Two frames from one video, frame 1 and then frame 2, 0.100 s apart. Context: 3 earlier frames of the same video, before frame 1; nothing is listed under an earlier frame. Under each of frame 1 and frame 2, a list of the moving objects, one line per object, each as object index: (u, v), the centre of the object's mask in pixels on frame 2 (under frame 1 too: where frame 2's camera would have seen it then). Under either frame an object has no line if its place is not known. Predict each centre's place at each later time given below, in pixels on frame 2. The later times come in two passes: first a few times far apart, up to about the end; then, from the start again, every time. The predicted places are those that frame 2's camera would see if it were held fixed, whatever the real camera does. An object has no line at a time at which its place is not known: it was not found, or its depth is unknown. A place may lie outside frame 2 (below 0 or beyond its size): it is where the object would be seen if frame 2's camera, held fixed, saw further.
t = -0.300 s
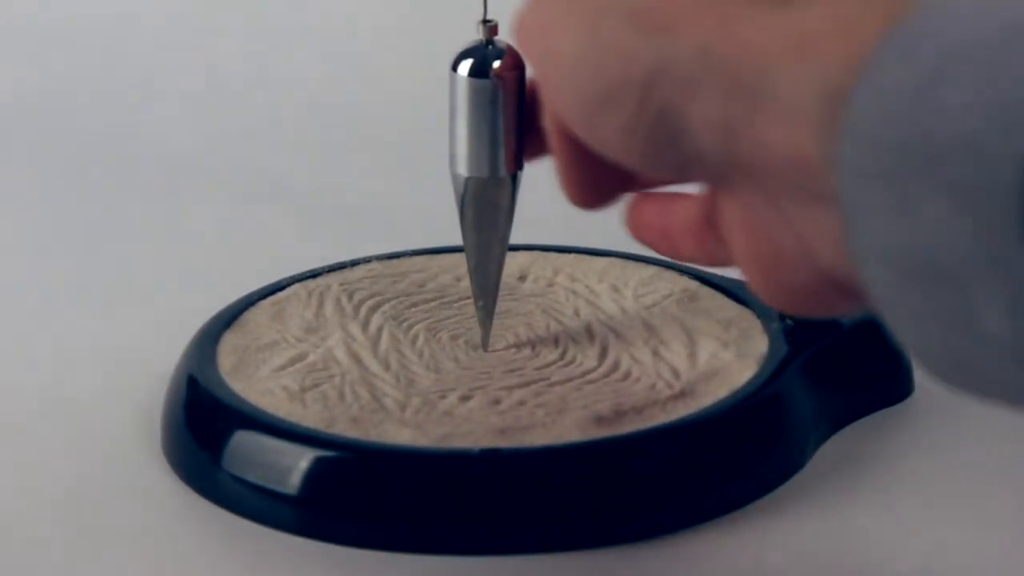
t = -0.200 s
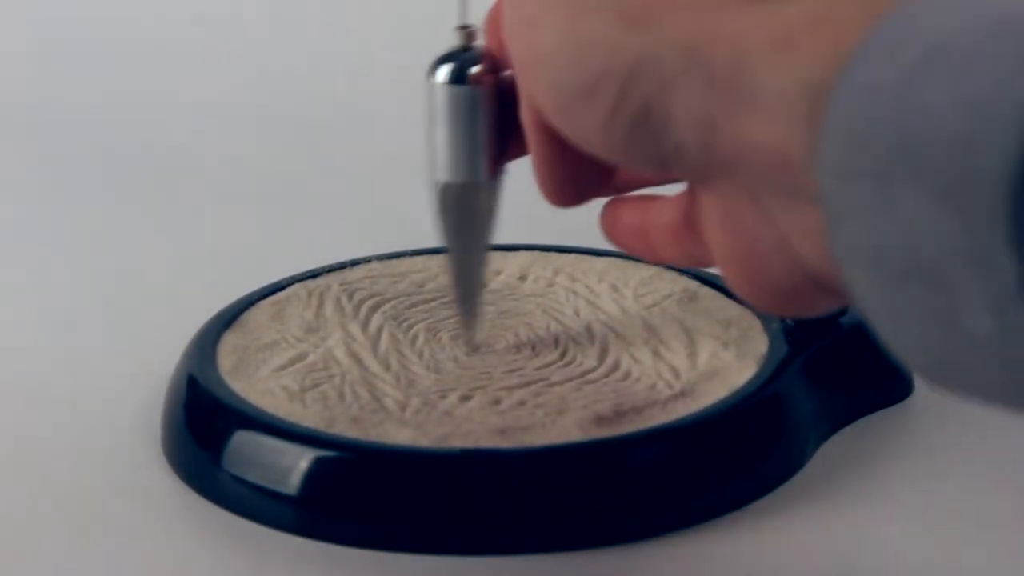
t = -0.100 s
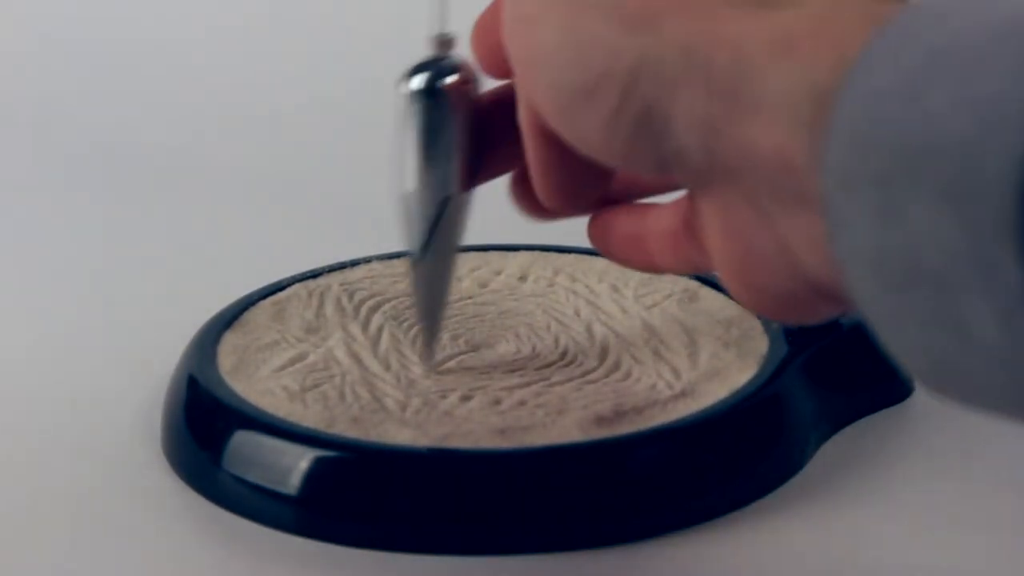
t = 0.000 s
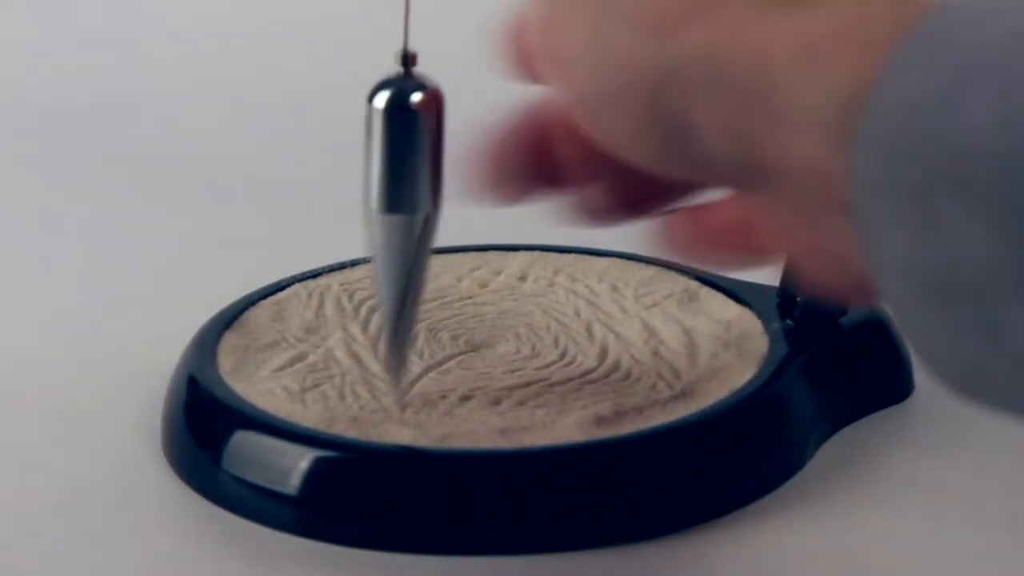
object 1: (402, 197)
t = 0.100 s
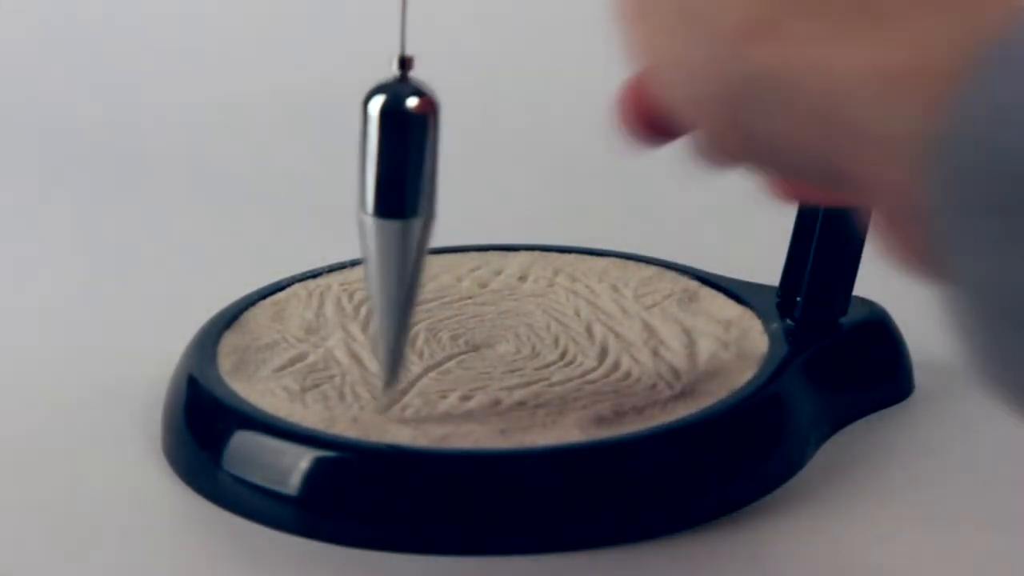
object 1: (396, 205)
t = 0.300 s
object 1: (466, 179)
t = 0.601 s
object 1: (570, 97)
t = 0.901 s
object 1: (496, 155)
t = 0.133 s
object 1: (401, 208)
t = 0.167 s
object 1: (409, 207)
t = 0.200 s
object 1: (421, 205)
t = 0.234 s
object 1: (433, 196)
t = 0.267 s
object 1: (450, 190)
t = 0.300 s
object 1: (466, 179)
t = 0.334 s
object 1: (482, 171)
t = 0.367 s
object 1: (497, 160)
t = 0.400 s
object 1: (513, 146)
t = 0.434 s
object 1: (527, 132)
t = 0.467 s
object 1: (540, 118)
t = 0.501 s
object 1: (551, 108)
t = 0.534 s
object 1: (560, 103)
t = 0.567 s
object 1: (566, 101)
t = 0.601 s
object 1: (570, 97)
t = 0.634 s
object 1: (571, 94)
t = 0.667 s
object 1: (570, 93)
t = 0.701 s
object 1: (566, 97)
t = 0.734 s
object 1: (559, 102)
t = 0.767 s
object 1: (549, 108)
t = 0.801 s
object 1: (537, 118)
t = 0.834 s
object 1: (525, 129)
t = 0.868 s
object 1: (509, 140)
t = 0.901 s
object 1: (496, 155)
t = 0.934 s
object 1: (478, 169)
